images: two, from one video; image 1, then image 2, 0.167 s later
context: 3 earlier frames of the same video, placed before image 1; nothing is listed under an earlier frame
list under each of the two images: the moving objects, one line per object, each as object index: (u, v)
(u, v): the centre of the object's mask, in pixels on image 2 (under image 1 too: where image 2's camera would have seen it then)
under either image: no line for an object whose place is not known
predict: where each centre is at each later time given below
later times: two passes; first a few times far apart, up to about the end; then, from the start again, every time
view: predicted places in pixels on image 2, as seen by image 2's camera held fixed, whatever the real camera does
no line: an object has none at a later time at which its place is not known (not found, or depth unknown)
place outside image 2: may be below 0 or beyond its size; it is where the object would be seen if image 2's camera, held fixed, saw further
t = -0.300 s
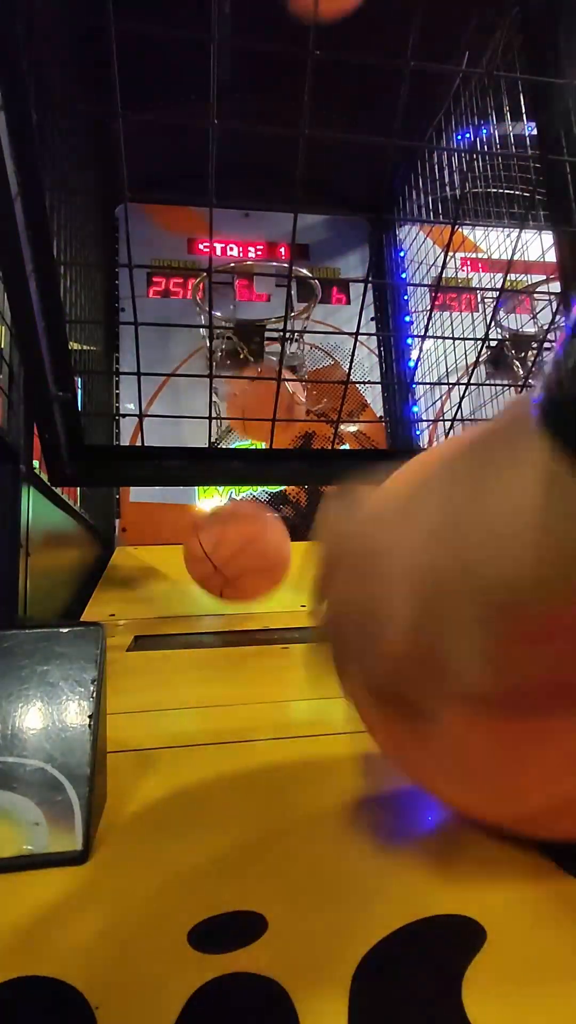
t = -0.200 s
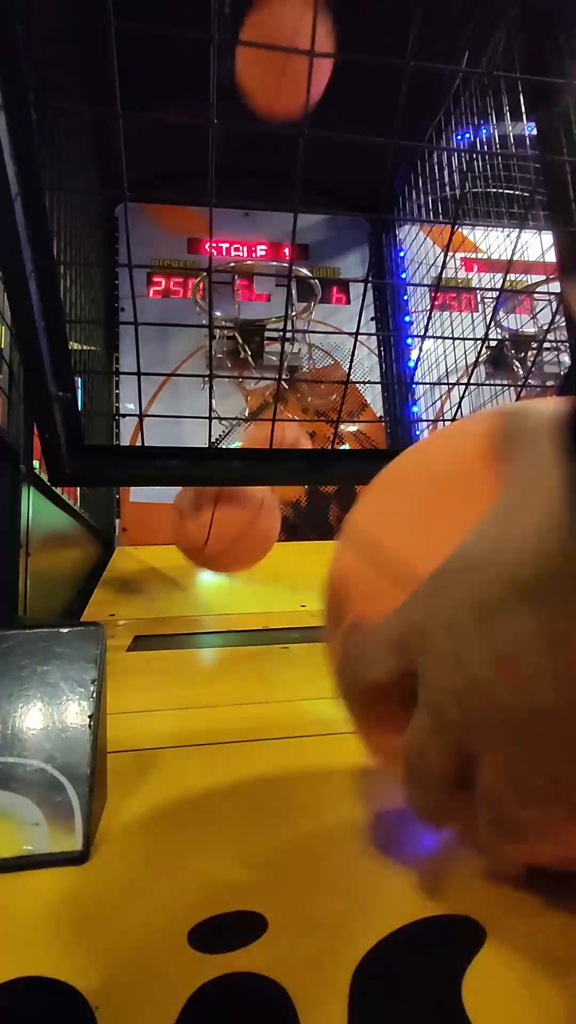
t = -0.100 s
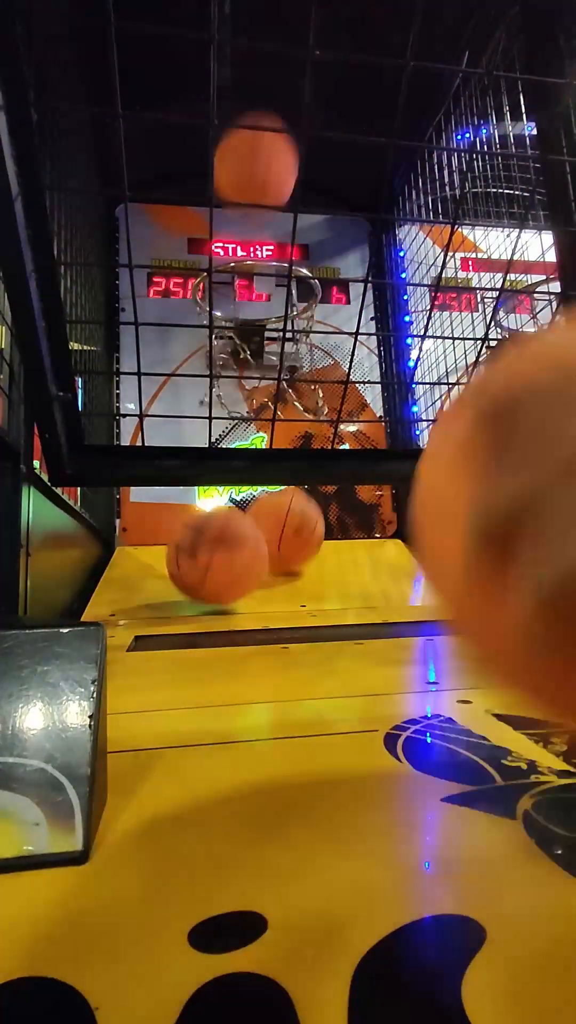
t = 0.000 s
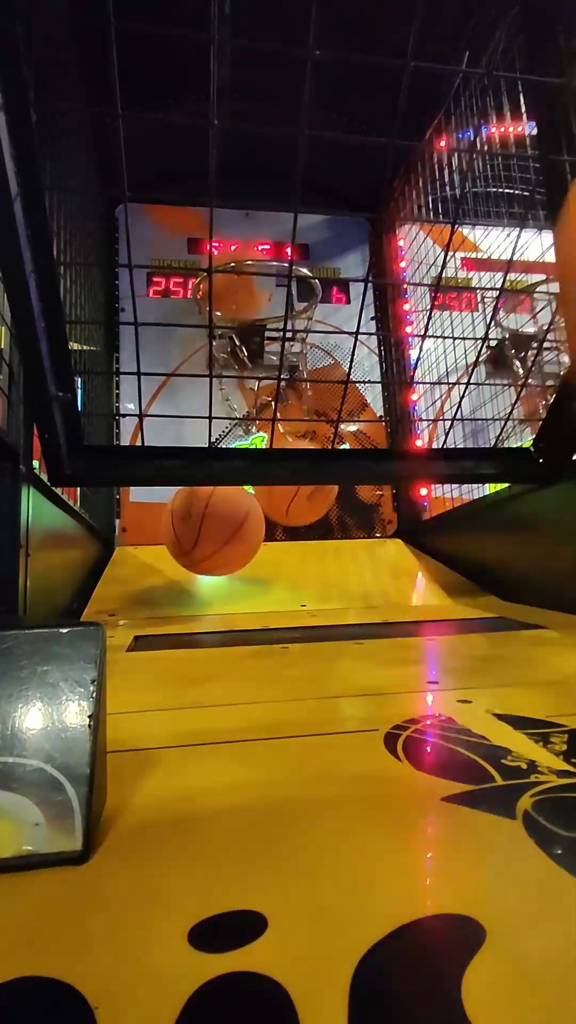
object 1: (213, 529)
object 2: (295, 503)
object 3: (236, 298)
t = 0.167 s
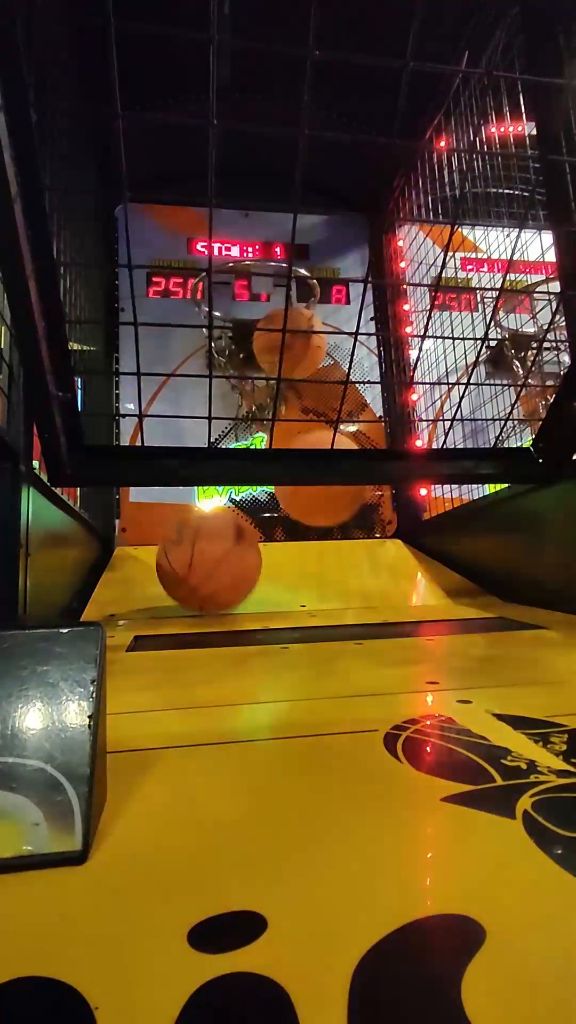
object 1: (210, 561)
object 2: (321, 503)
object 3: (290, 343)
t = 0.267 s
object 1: (204, 545)
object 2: (342, 531)
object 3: (296, 346)
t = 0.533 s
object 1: (185, 569)
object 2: (353, 533)
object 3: (263, 413)
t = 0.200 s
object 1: (208, 552)
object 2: (328, 510)
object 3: (294, 343)
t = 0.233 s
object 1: (206, 546)
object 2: (334, 517)
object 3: (295, 344)
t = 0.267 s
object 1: (204, 545)
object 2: (342, 531)
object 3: (296, 346)
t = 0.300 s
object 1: (202, 548)
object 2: (351, 560)
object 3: (295, 349)
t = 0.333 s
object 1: (201, 556)
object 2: (360, 544)
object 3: (295, 350)
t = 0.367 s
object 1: (199, 569)
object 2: (365, 531)
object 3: (286, 350)
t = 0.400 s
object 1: (197, 558)
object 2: (363, 538)
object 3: (289, 362)
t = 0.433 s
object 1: (194, 554)
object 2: (359, 557)
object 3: (281, 373)
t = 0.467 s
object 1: (192, 553)
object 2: (356, 551)
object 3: (276, 380)
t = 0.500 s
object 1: (189, 558)
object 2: (354, 539)
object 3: (268, 392)
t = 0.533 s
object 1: (185, 569)
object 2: (353, 533)
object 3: (263, 413)
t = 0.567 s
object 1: (182, 564)
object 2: (352, 531)
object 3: (262, 424)
